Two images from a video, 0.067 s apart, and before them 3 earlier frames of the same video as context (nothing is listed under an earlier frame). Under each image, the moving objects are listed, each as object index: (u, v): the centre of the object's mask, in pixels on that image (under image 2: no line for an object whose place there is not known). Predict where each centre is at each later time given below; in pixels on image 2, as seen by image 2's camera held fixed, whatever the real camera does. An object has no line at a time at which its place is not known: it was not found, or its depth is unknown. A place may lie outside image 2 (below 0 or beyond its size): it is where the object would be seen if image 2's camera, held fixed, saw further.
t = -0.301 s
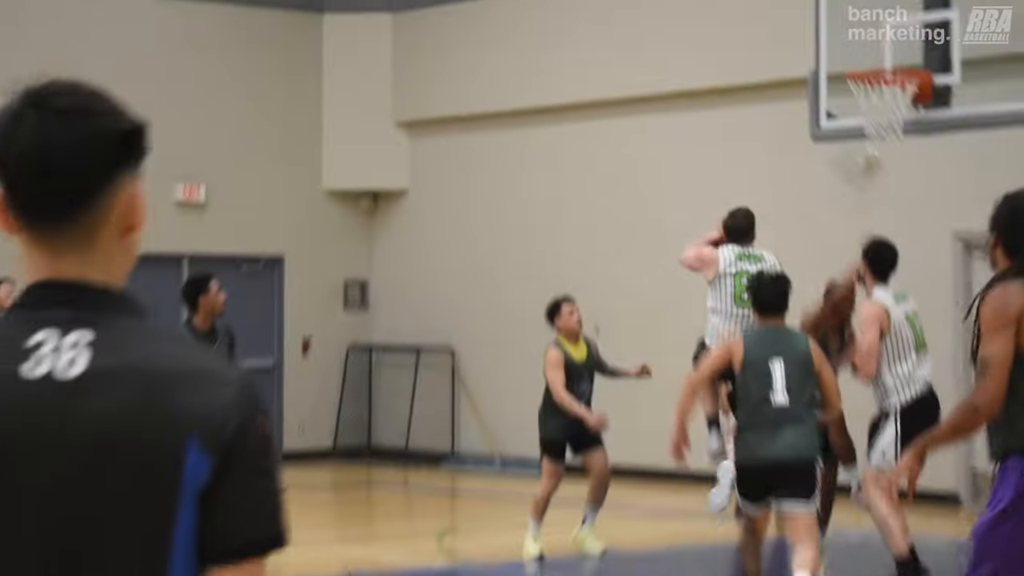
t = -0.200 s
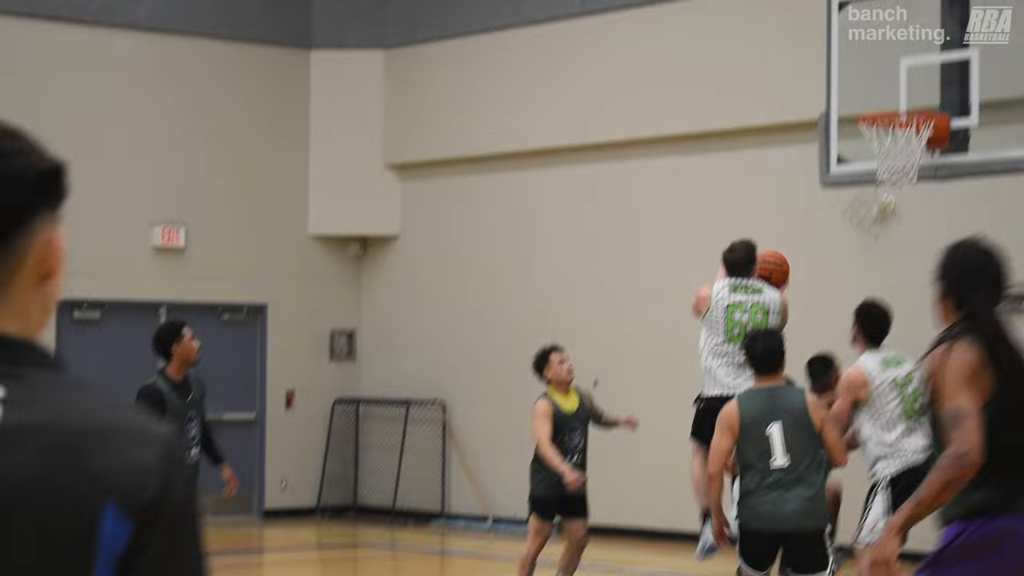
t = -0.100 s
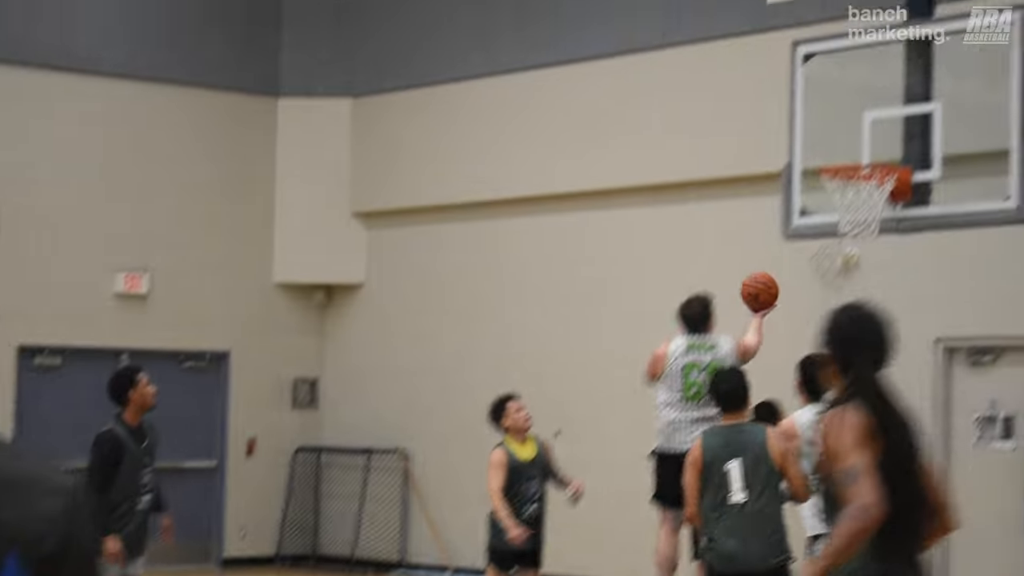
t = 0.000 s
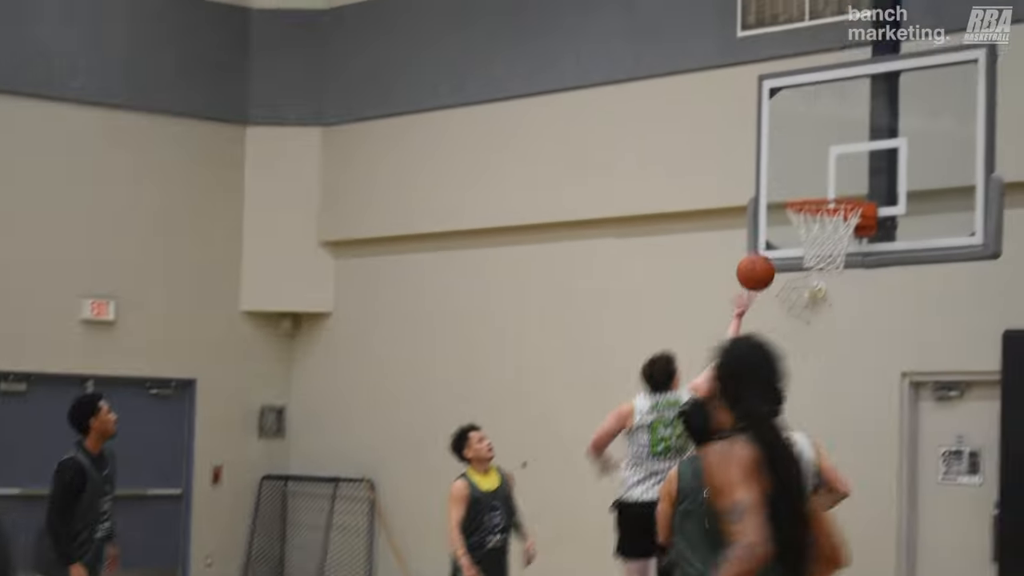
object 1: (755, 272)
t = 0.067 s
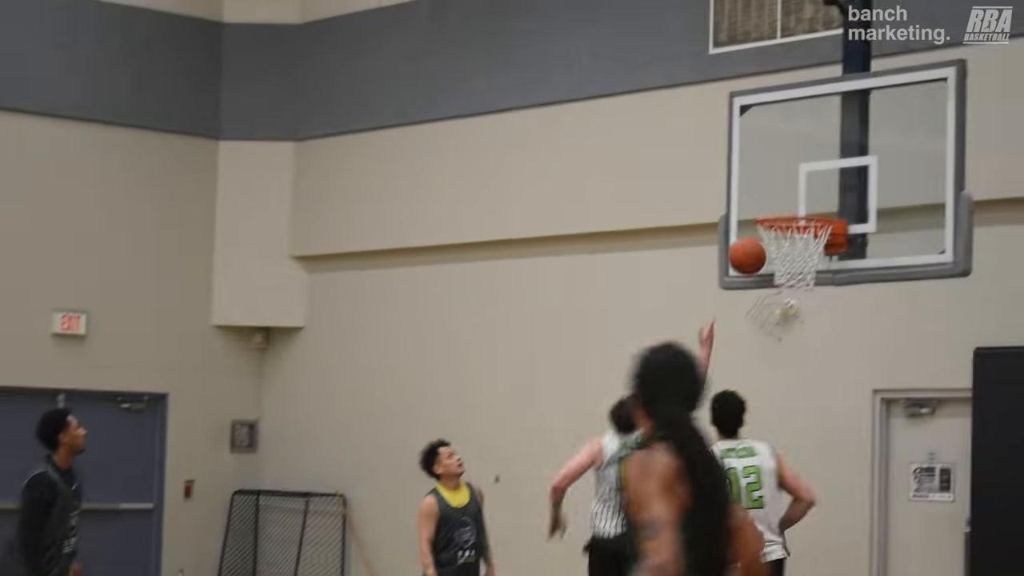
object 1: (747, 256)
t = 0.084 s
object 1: (750, 250)
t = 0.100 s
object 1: (753, 244)
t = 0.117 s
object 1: (754, 239)
